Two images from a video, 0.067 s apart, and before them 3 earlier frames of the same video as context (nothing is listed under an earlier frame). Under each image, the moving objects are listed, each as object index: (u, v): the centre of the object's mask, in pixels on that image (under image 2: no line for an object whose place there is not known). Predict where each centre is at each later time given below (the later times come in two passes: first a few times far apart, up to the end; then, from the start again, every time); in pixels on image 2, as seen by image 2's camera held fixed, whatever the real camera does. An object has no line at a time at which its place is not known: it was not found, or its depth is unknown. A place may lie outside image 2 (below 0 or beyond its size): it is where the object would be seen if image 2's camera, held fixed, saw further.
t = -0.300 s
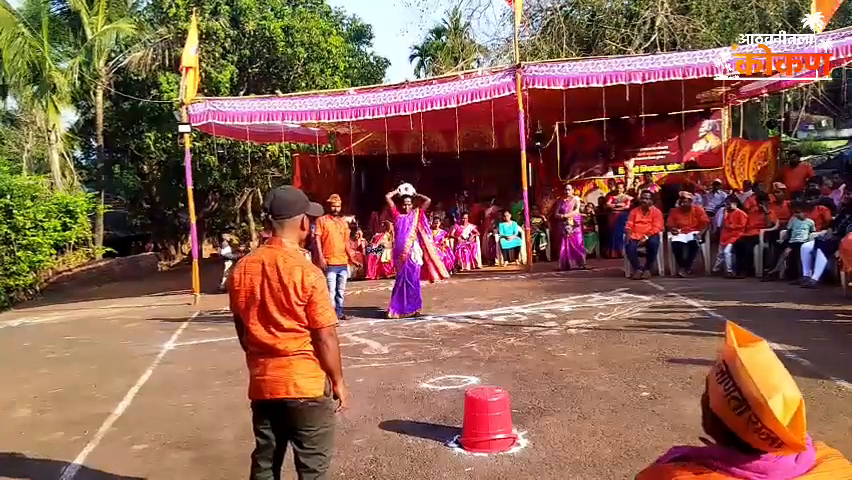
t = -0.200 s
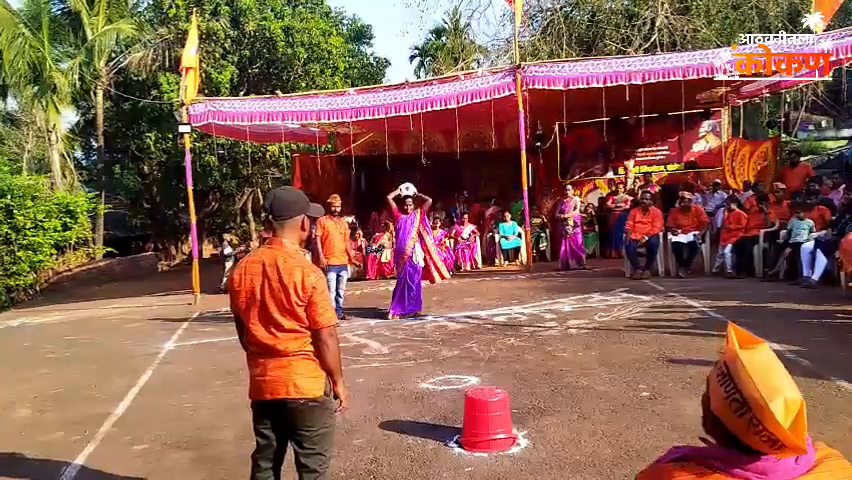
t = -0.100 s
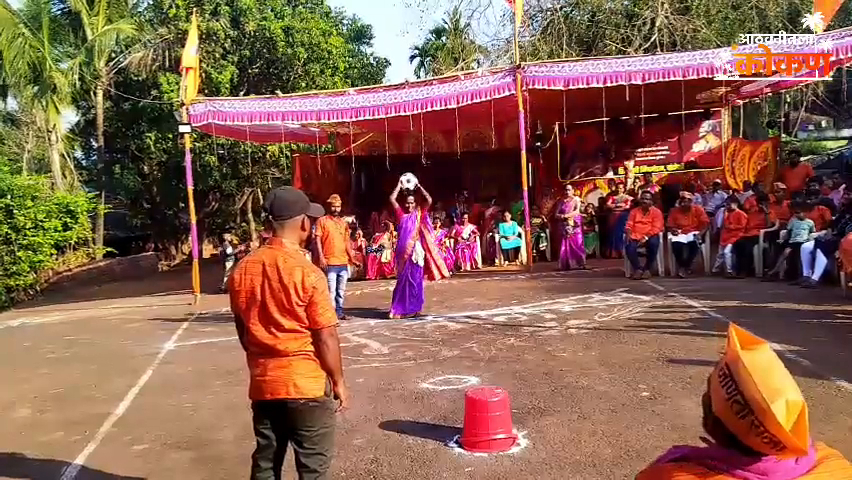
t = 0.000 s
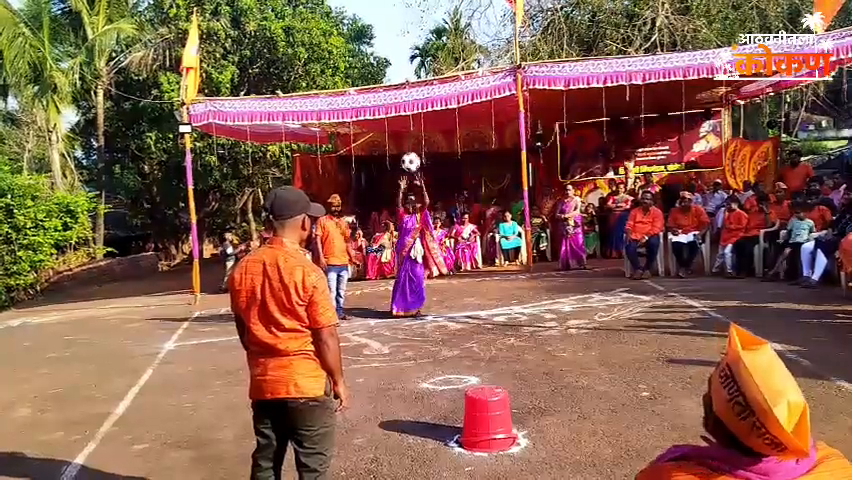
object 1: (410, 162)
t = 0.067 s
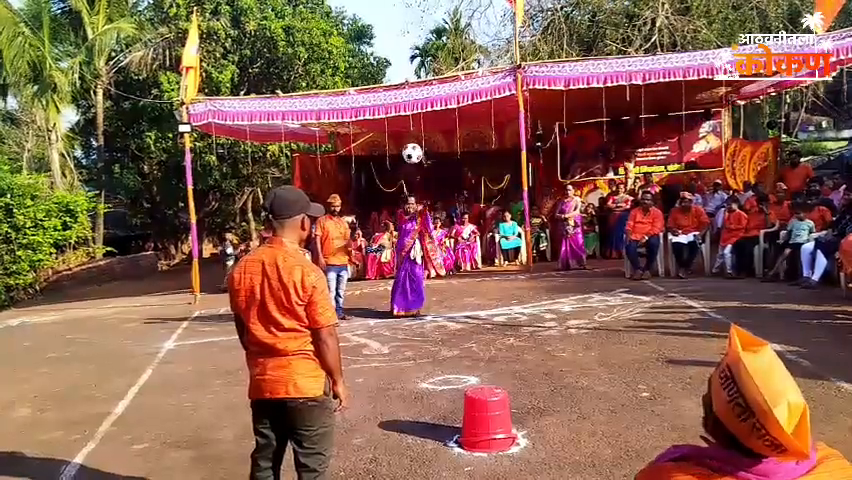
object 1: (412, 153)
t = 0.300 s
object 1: (423, 154)
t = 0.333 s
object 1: (426, 159)
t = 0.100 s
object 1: (414, 151)
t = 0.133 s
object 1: (414, 149)
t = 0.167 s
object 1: (415, 147)
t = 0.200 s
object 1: (417, 147)
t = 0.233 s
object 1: (419, 149)
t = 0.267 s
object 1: (421, 151)
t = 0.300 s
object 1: (423, 154)
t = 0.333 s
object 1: (426, 159)
